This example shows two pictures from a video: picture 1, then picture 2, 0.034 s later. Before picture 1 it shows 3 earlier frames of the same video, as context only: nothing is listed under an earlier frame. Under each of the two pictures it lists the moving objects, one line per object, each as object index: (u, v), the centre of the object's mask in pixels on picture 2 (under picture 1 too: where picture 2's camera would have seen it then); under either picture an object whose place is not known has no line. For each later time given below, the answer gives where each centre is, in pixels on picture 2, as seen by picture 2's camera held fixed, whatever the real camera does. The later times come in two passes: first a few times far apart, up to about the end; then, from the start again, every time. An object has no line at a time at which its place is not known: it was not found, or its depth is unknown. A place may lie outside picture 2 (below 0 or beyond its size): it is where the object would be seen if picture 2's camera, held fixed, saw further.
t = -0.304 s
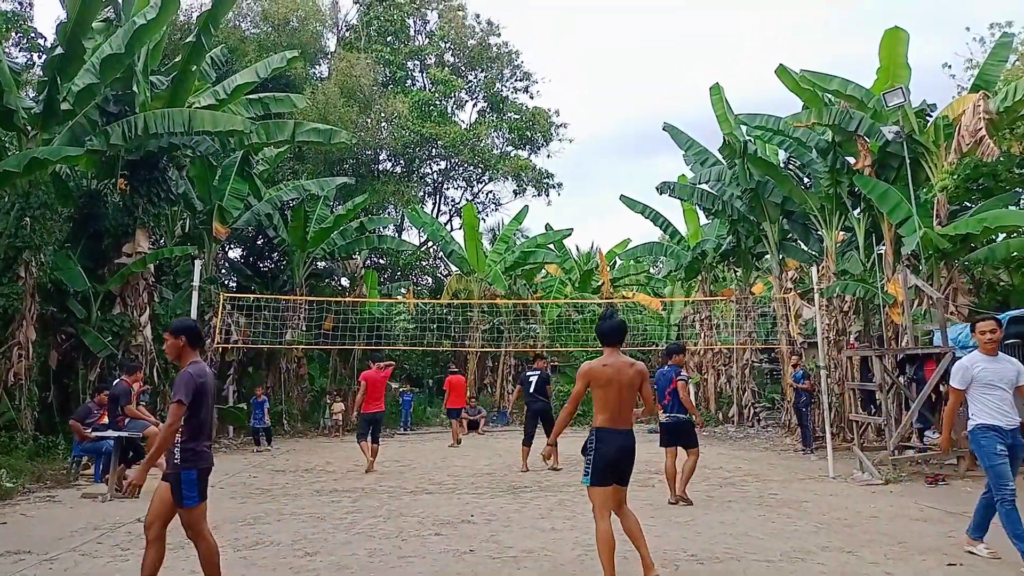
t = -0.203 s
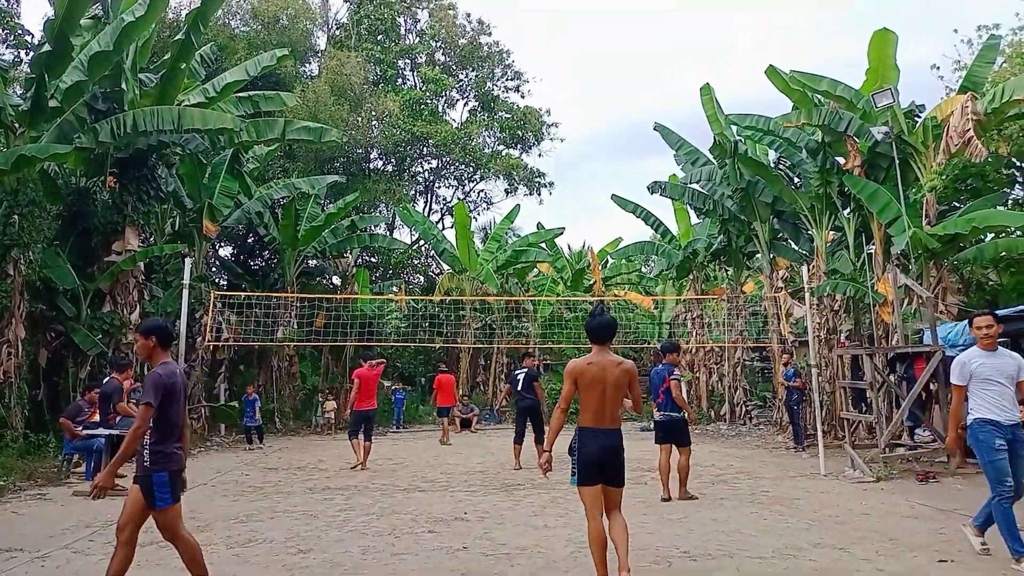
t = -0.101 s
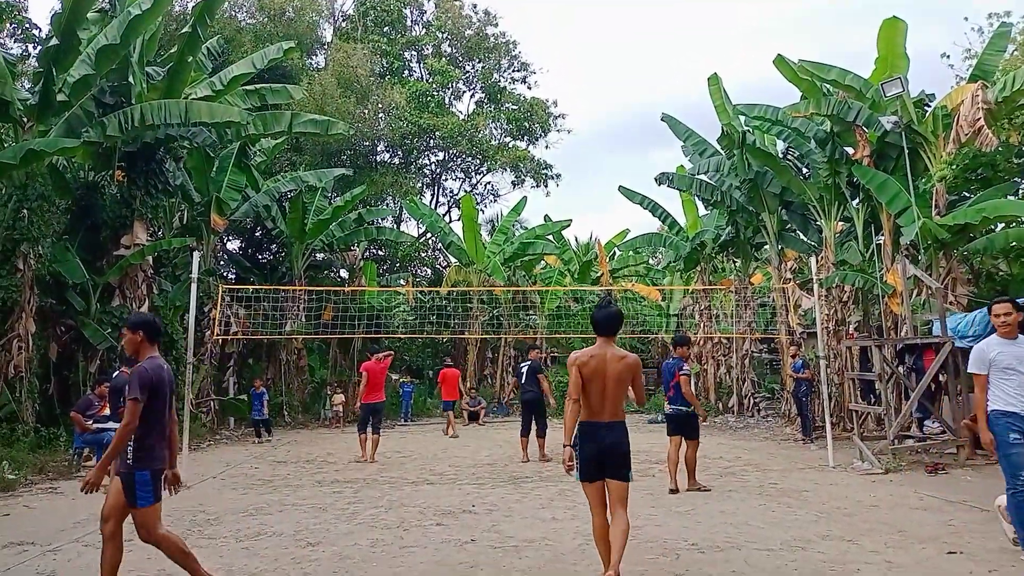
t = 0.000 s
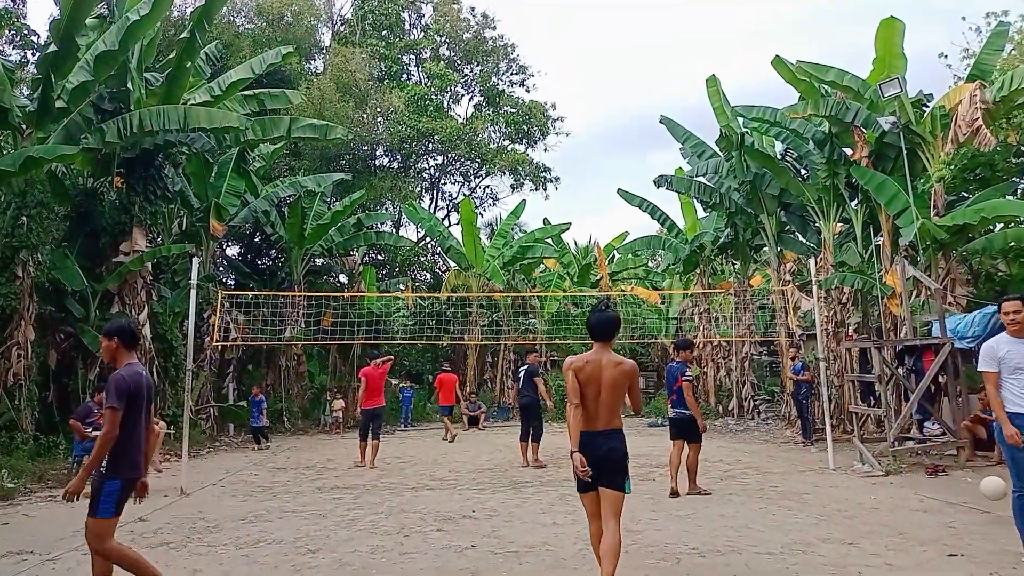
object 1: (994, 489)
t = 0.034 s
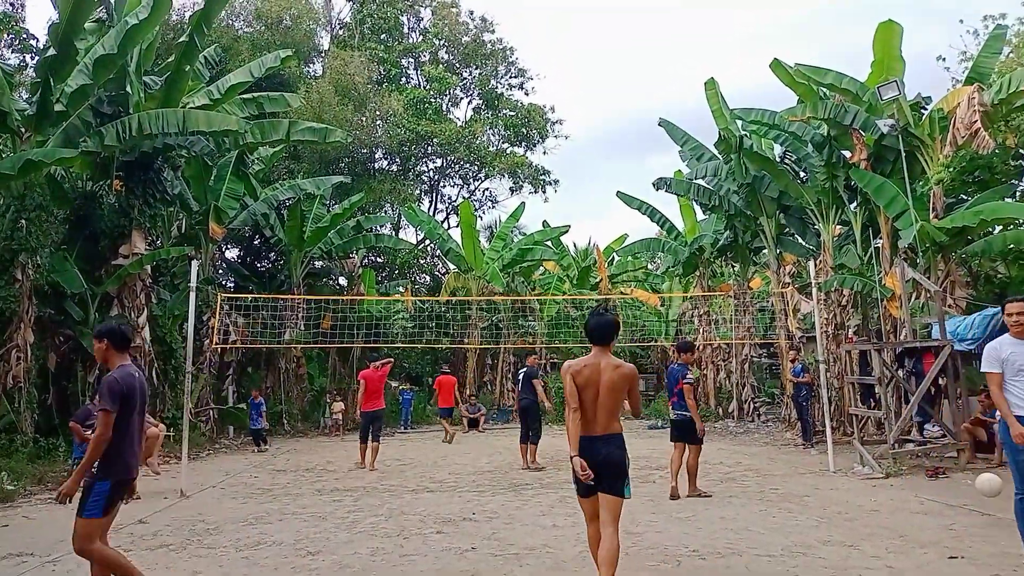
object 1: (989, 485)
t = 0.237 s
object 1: (961, 480)
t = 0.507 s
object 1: (927, 512)
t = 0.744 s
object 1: (894, 503)
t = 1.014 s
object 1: (857, 521)
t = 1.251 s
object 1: (824, 535)
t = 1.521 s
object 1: (780, 538)
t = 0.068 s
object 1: (984, 481)
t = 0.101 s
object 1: (979, 477)
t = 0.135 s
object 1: (975, 477)
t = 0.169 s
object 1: (970, 476)
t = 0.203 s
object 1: (966, 477)
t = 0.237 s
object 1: (961, 480)
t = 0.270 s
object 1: (957, 483)
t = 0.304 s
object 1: (952, 488)
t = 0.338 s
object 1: (948, 493)
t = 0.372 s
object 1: (944, 502)
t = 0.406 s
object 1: (940, 512)
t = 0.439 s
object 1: (936, 524)
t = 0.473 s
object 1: (931, 520)
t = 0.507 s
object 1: (927, 512)
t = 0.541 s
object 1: (922, 507)
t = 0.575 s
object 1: (917, 502)
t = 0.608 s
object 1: (912, 500)
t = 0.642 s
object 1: (908, 499)
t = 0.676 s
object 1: (903, 498)
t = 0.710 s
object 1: (899, 500)
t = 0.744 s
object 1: (894, 503)
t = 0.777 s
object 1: (890, 508)
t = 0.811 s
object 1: (885, 514)
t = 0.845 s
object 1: (880, 522)
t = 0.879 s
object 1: (876, 532)
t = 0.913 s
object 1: (872, 540)
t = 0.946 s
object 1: (868, 531)
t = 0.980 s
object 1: (862, 526)
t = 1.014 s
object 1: (857, 521)
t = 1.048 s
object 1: (852, 519)
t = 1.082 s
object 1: (848, 517)
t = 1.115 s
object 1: (843, 517)
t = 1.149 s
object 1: (839, 519)
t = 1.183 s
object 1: (834, 522)
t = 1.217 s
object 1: (829, 527)
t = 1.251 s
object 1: (824, 535)
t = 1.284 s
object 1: (819, 544)
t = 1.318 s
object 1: (815, 553)
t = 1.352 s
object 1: (809, 550)
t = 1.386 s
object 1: (805, 544)
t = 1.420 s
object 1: (799, 539)
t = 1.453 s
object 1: (793, 537)
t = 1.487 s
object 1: (786, 536)
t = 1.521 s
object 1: (780, 538)
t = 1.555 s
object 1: (776, 541)
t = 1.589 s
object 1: (771, 545)
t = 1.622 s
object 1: (766, 551)
